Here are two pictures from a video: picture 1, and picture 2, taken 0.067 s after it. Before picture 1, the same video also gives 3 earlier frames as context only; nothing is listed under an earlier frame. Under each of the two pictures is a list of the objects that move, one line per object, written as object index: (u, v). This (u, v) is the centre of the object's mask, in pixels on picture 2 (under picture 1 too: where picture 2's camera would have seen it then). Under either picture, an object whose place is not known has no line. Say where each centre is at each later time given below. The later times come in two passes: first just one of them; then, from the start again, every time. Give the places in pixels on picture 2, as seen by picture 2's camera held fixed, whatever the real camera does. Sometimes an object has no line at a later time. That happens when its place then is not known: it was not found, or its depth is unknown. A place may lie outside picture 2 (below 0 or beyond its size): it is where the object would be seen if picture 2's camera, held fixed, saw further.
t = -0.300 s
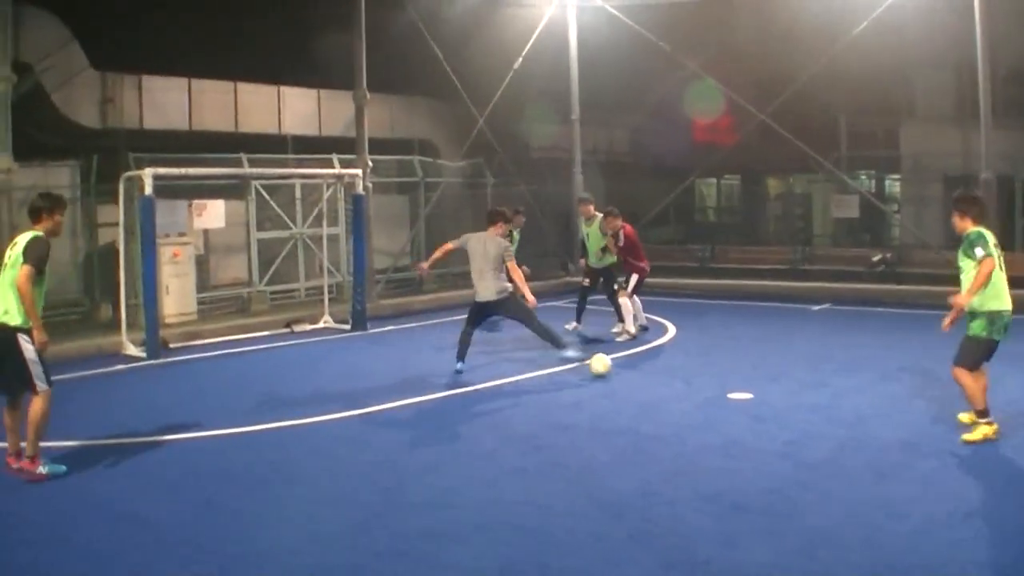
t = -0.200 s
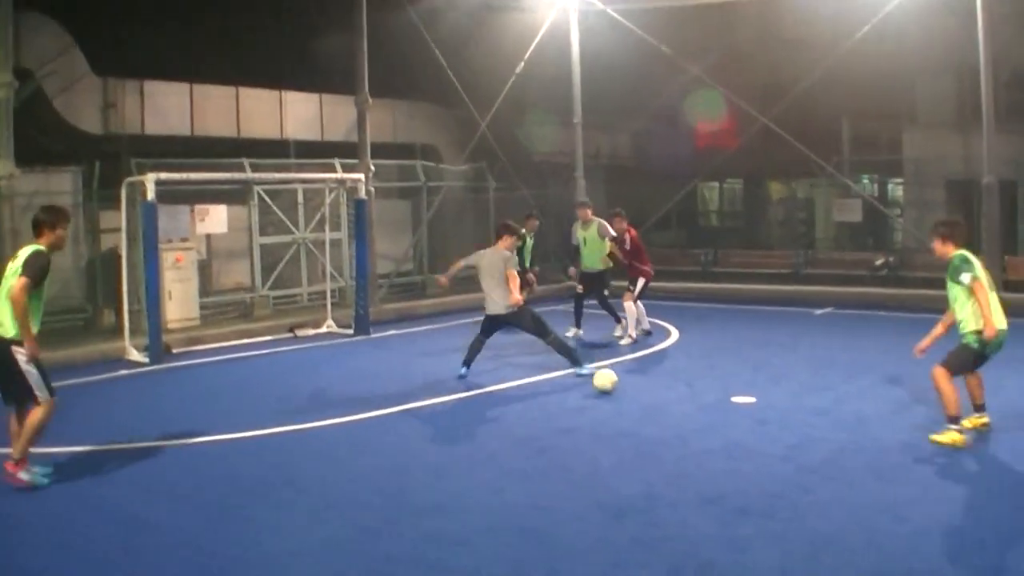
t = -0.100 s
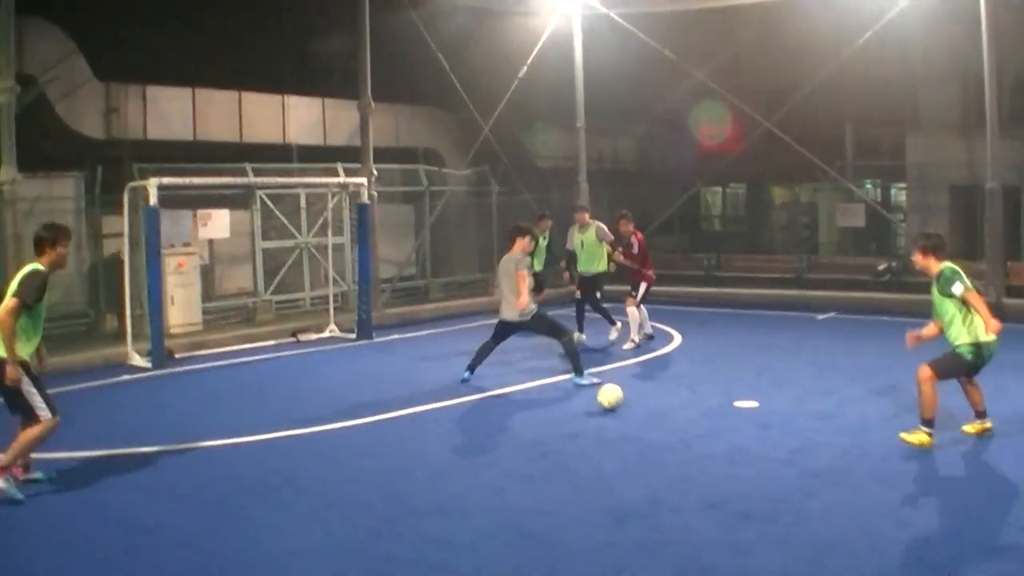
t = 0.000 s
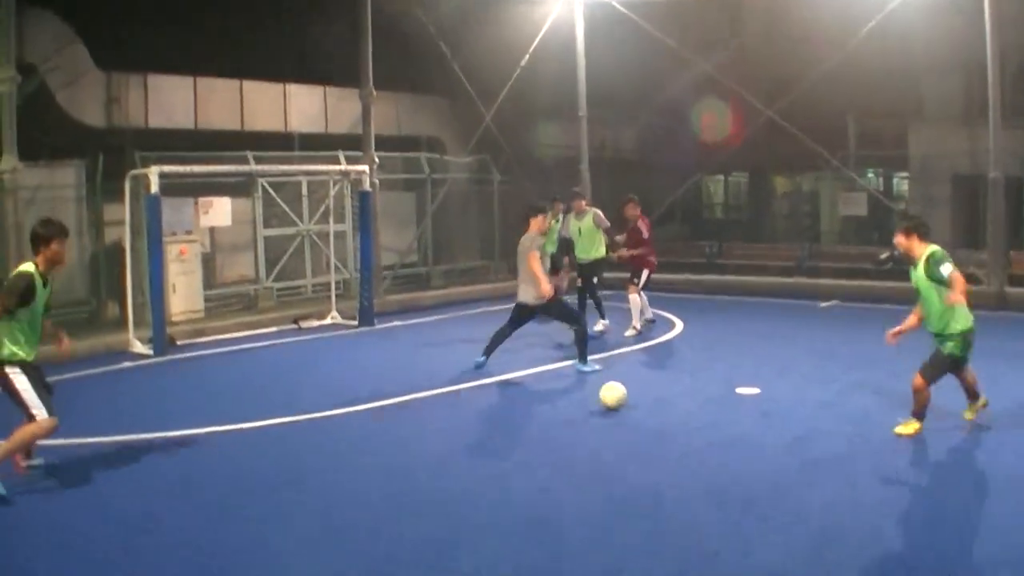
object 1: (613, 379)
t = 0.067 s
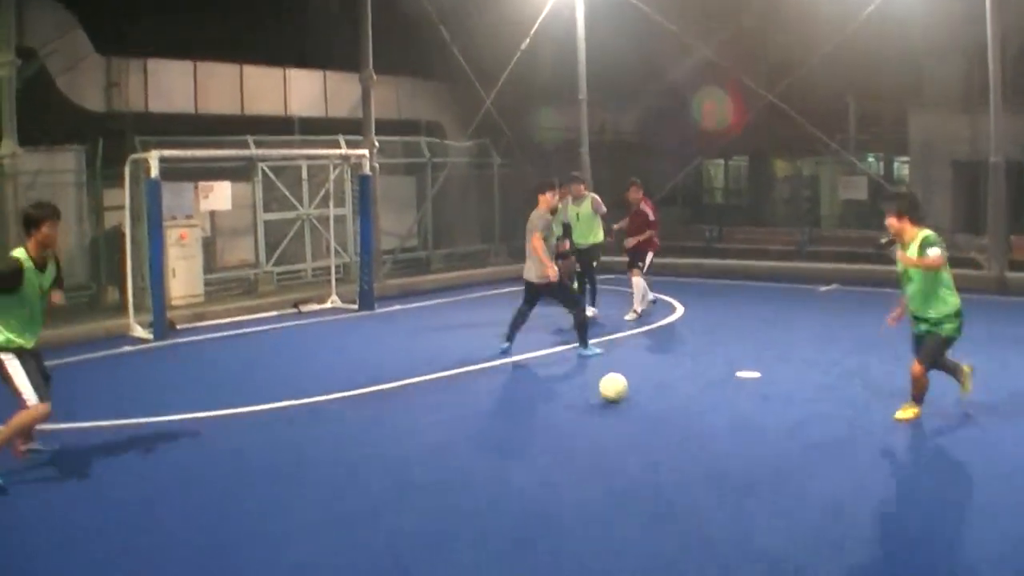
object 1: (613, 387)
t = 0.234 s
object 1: (616, 406)
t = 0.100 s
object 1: (615, 391)
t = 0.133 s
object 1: (615, 395)
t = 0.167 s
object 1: (615, 398)
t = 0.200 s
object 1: (616, 404)
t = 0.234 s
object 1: (616, 406)
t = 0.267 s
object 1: (616, 409)
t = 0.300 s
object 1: (614, 414)
